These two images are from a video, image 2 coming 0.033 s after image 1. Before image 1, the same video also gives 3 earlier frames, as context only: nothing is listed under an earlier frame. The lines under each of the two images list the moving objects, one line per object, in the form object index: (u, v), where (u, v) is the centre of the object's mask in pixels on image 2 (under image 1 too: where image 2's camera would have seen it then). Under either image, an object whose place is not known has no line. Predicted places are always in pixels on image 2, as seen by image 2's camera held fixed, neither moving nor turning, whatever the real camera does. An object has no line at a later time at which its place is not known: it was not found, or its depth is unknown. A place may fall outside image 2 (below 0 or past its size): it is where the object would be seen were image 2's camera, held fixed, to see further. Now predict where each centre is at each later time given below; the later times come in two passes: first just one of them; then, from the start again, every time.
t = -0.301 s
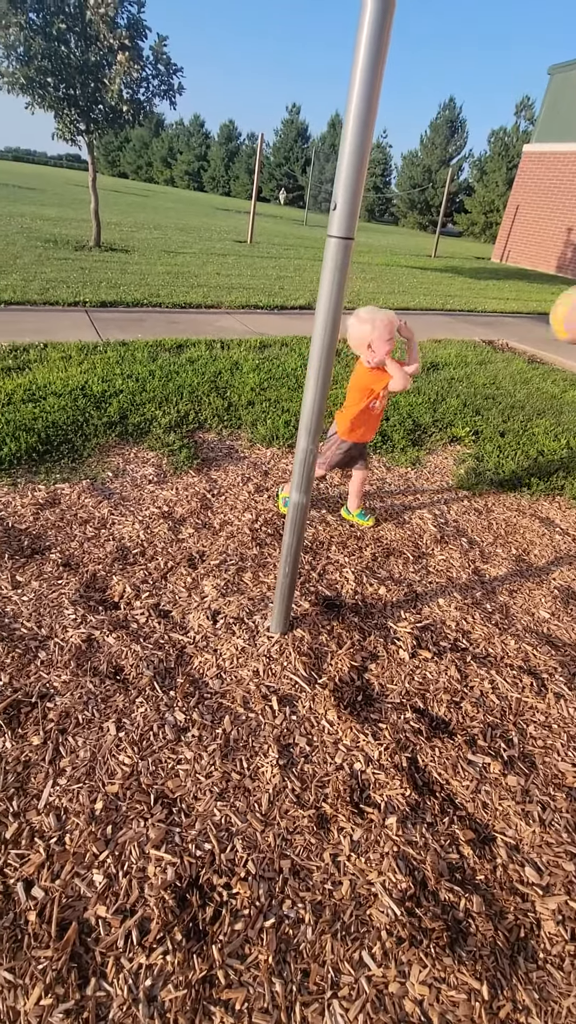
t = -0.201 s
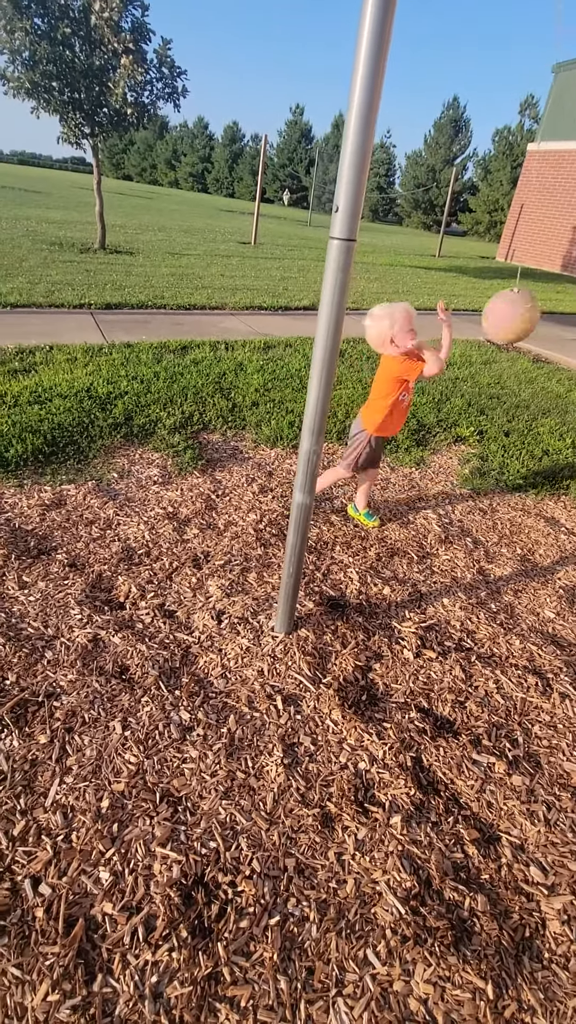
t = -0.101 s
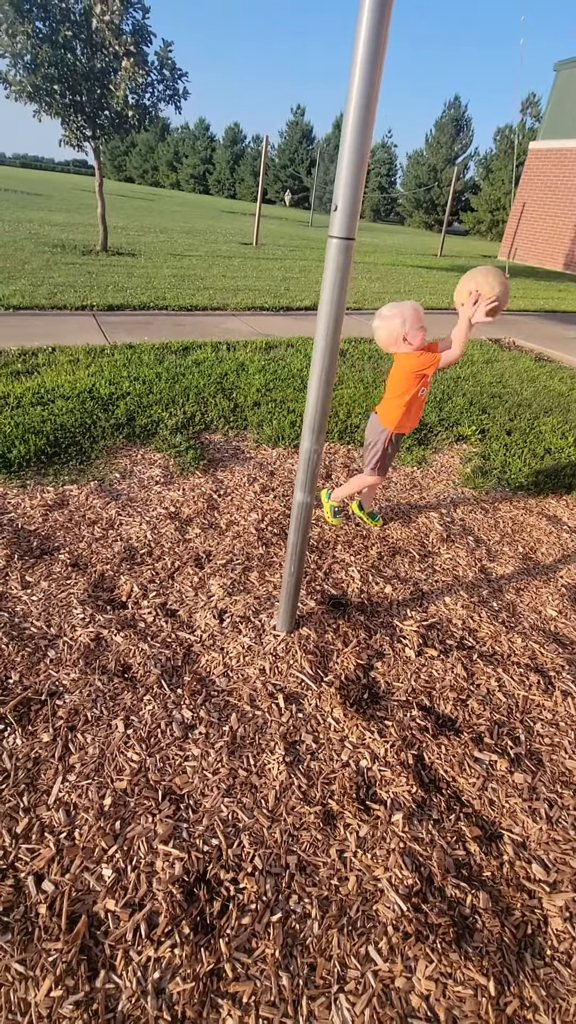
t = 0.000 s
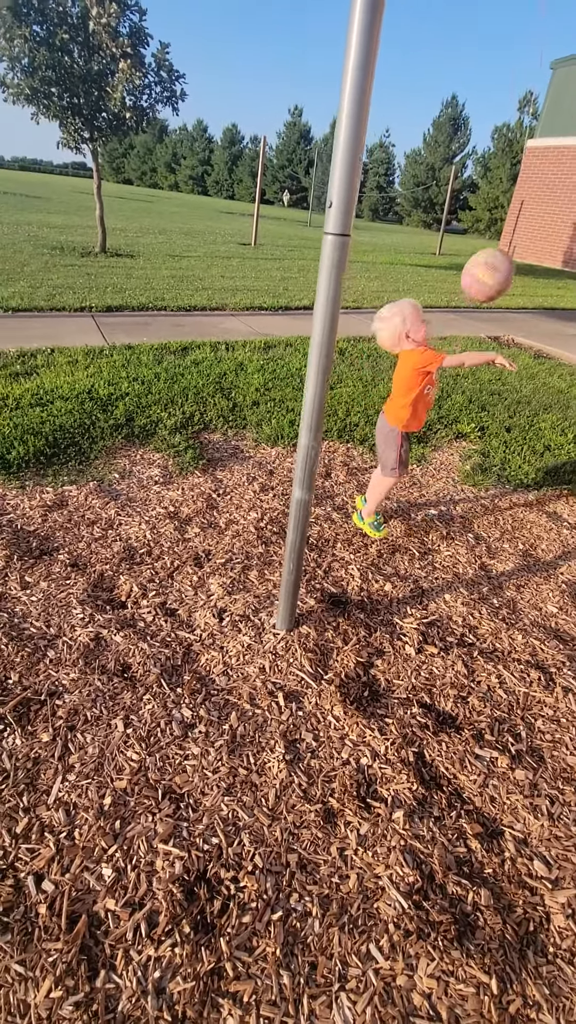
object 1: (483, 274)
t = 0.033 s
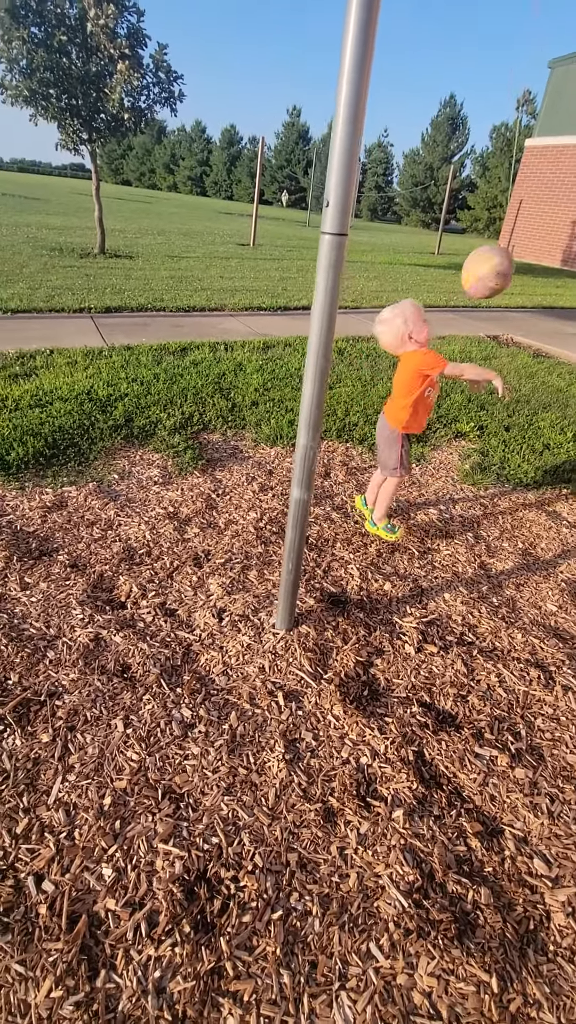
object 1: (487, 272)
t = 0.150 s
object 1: (492, 257)
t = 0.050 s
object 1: (489, 271)
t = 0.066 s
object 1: (490, 270)
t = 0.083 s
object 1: (491, 268)
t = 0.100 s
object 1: (492, 265)
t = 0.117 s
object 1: (493, 262)
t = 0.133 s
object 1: (492, 259)
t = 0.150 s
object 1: (492, 257)
